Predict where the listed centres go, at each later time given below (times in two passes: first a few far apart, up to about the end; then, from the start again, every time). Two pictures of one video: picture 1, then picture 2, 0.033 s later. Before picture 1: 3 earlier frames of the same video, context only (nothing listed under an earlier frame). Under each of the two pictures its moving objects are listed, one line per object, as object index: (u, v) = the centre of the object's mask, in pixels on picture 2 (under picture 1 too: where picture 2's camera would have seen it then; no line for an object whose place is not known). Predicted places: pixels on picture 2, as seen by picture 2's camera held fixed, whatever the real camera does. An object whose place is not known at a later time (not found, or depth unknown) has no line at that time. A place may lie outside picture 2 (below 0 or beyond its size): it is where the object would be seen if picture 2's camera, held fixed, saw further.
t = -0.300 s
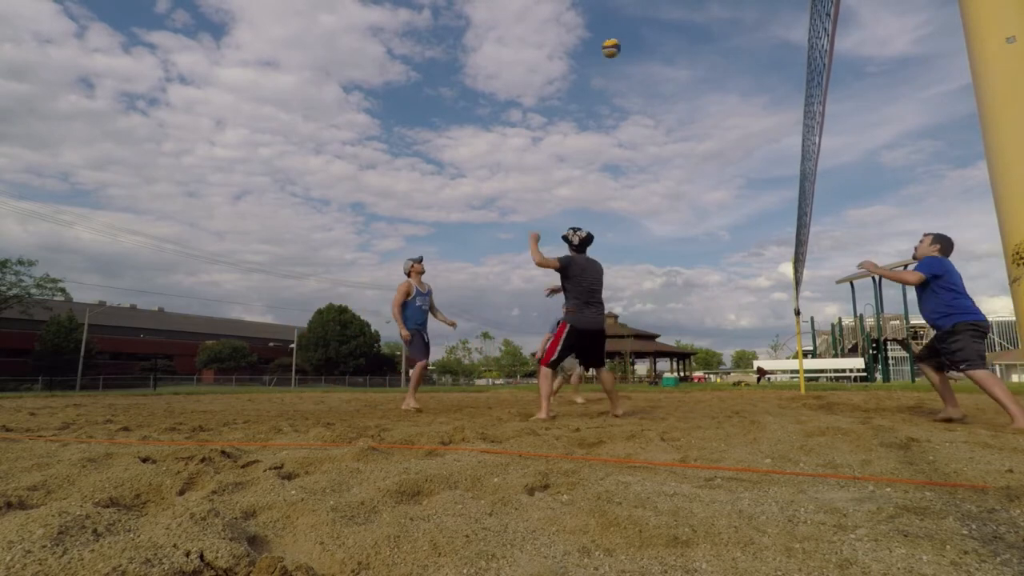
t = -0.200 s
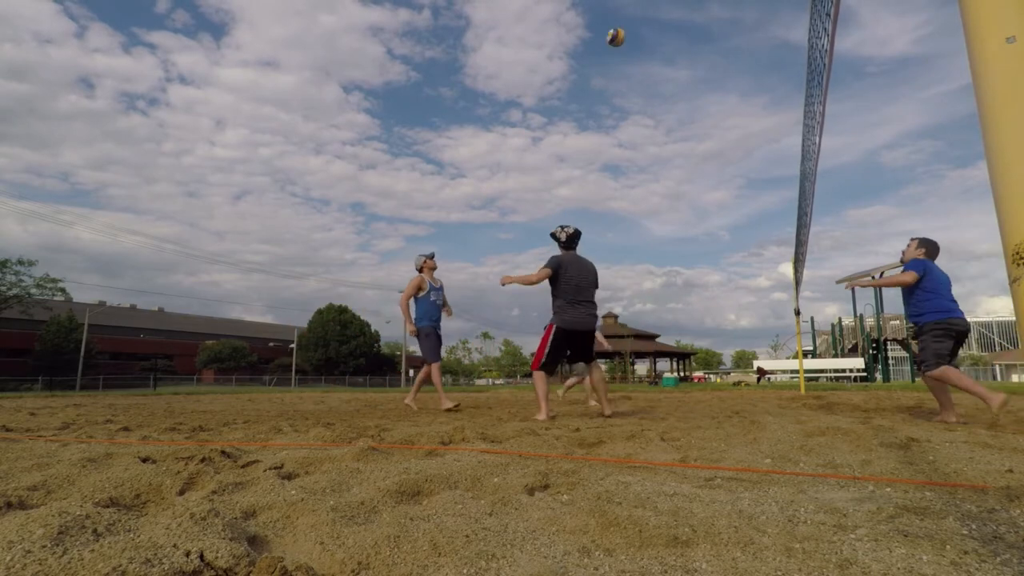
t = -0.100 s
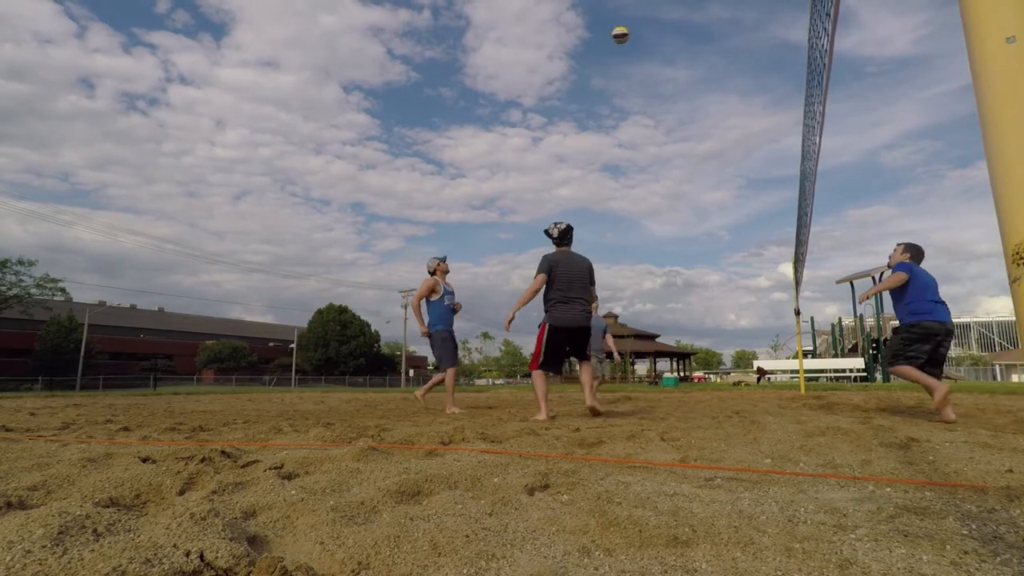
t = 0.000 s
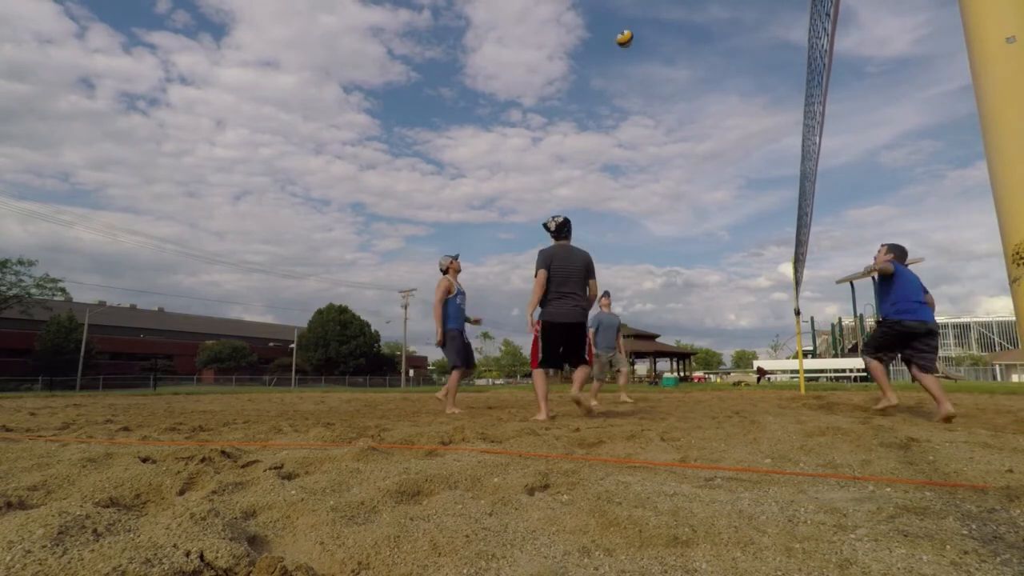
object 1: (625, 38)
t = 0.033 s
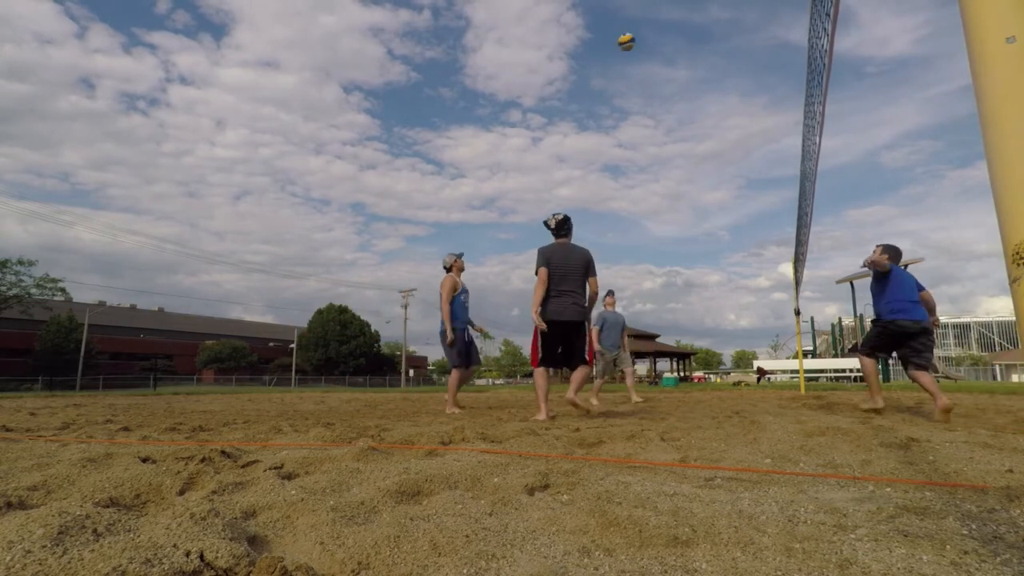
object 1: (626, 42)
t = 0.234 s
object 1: (635, 75)
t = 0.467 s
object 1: (644, 144)
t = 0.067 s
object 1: (628, 45)
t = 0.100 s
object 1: (629, 50)
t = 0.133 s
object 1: (631, 55)
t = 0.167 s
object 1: (632, 61)
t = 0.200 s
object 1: (633, 67)
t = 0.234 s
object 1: (635, 75)
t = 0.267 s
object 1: (636, 82)
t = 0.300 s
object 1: (638, 91)
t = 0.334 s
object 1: (639, 100)
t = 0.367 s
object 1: (640, 110)
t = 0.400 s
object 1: (641, 121)
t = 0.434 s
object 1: (642, 132)
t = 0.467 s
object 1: (644, 144)
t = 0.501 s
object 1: (645, 156)
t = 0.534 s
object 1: (647, 169)
